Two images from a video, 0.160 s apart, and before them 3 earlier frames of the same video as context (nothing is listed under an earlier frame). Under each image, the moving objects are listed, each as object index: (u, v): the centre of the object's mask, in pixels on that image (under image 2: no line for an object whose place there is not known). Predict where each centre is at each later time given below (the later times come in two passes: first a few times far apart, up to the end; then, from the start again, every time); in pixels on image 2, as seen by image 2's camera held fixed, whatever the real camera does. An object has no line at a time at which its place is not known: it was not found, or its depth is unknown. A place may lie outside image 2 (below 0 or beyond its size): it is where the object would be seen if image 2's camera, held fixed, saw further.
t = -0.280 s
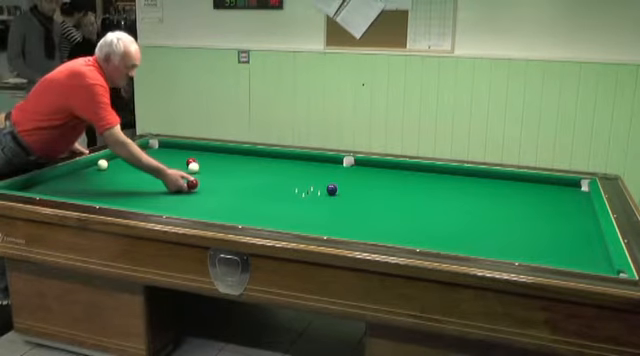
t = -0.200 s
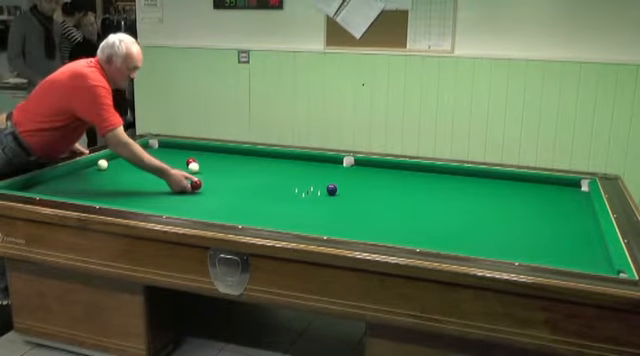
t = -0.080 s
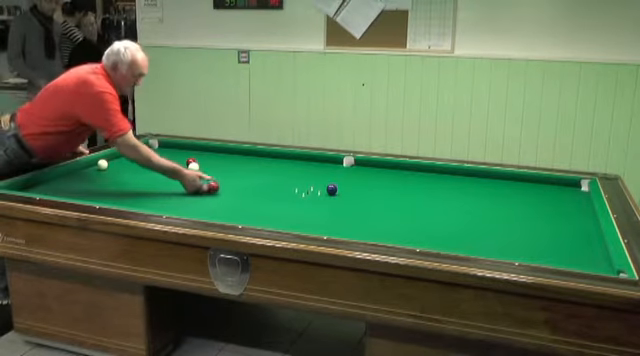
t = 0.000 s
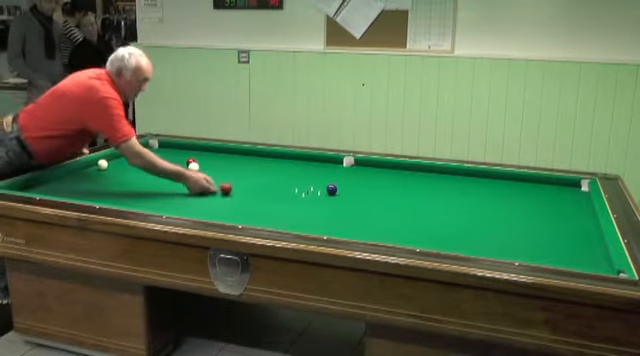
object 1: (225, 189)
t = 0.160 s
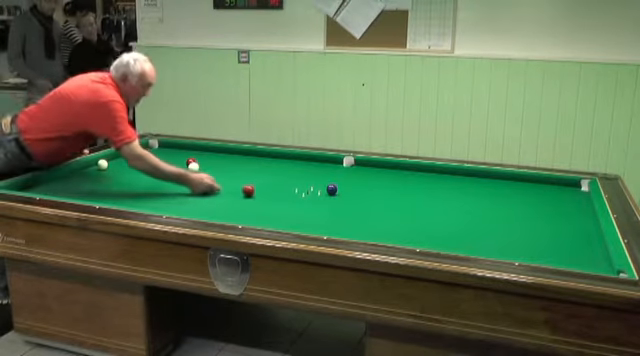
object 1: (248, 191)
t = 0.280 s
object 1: (265, 192)
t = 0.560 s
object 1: (306, 195)
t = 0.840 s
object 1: (347, 199)
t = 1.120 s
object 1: (388, 202)
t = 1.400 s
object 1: (429, 205)
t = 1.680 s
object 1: (469, 209)
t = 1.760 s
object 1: (481, 210)
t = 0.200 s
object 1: (254, 191)
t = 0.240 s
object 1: (259, 191)
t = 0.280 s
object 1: (265, 192)
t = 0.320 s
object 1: (271, 193)
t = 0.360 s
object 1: (277, 193)
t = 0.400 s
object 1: (283, 193)
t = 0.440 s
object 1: (289, 194)
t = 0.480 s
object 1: (294, 194)
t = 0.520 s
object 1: (300, 195)
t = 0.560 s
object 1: (306, 195)
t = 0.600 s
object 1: (312, 196)
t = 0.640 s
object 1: (318, 196)
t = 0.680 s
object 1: (323, 197)
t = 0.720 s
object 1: (329, 198)
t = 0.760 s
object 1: (336, 198)
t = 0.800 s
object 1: (341, 198)
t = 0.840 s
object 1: (347, 199)
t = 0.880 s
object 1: (353, 199)
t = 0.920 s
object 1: (358, 200)
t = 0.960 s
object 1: (365, 200)
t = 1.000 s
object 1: (370, 200)
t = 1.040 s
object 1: (376, 201)
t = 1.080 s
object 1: (382, 202)
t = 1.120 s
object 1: (388, 202)
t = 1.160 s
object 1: (394, 202)
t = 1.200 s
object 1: (400, 203)
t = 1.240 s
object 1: (406, 203)
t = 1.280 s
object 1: (411, 204)
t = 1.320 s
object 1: (417, 205)
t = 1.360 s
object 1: (423, 205)
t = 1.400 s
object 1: (429, 205)
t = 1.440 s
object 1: (435, 206)
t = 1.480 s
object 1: (441, 206)
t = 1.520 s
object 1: (446, 207)
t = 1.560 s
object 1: (452, 208)
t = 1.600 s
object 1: (458, 208)
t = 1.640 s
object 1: (464, 209)
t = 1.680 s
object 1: (469, 209)
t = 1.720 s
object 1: (475, 209)
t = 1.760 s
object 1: (481, 210)
